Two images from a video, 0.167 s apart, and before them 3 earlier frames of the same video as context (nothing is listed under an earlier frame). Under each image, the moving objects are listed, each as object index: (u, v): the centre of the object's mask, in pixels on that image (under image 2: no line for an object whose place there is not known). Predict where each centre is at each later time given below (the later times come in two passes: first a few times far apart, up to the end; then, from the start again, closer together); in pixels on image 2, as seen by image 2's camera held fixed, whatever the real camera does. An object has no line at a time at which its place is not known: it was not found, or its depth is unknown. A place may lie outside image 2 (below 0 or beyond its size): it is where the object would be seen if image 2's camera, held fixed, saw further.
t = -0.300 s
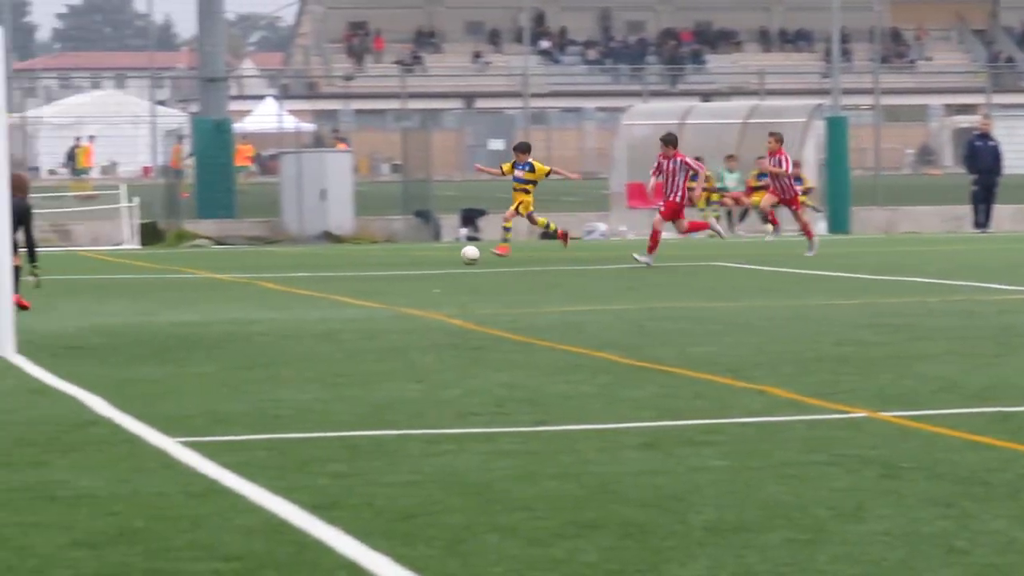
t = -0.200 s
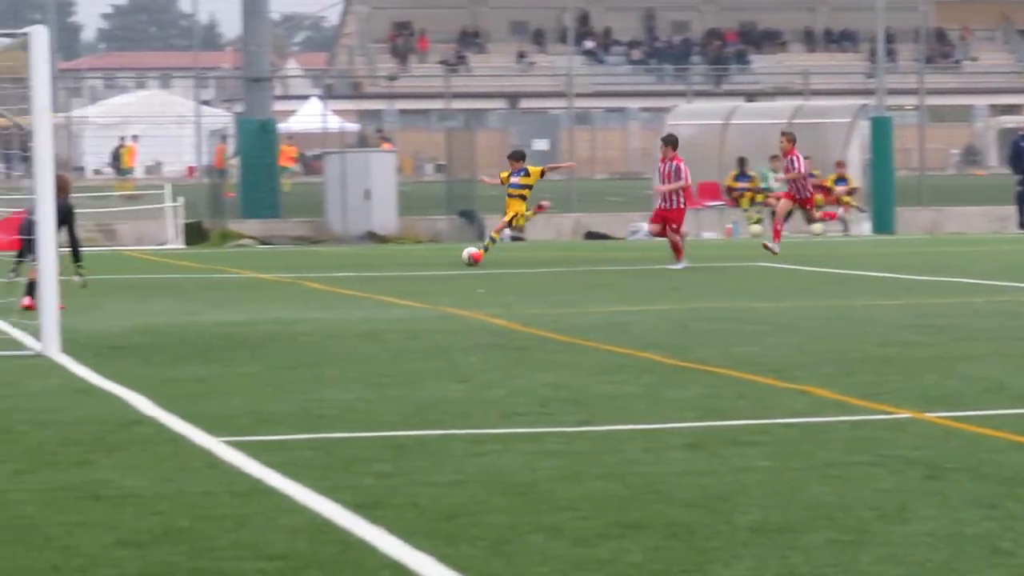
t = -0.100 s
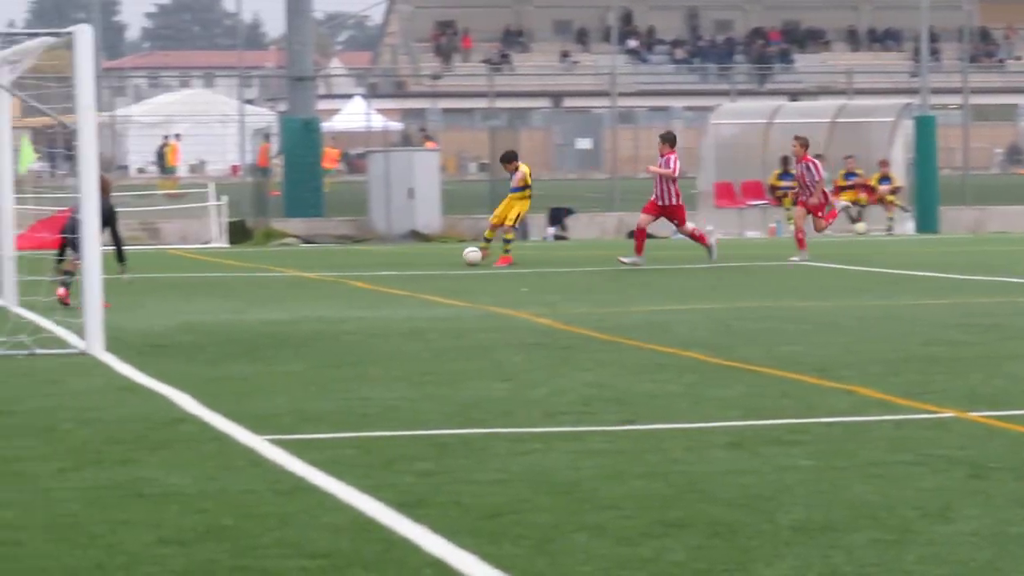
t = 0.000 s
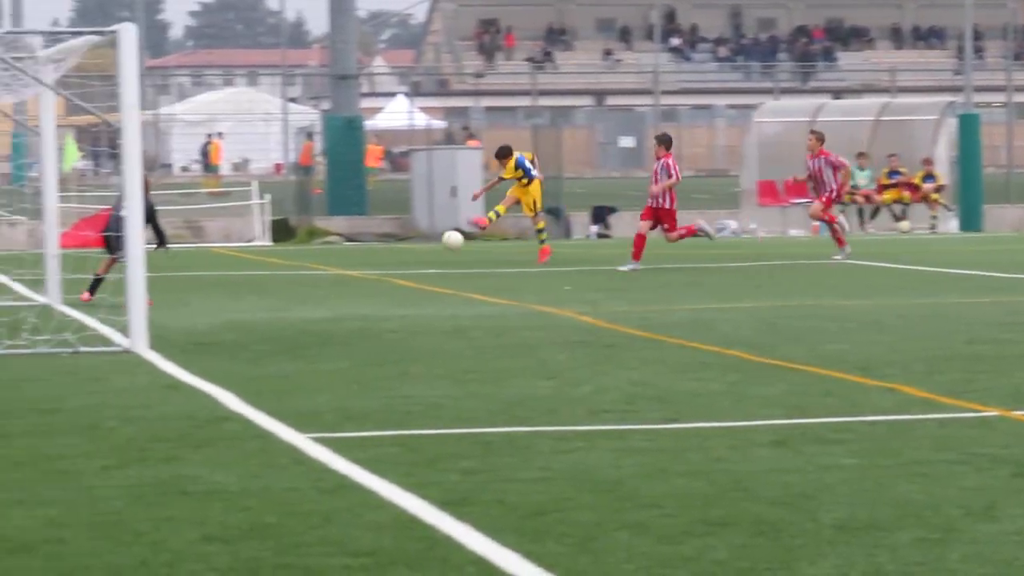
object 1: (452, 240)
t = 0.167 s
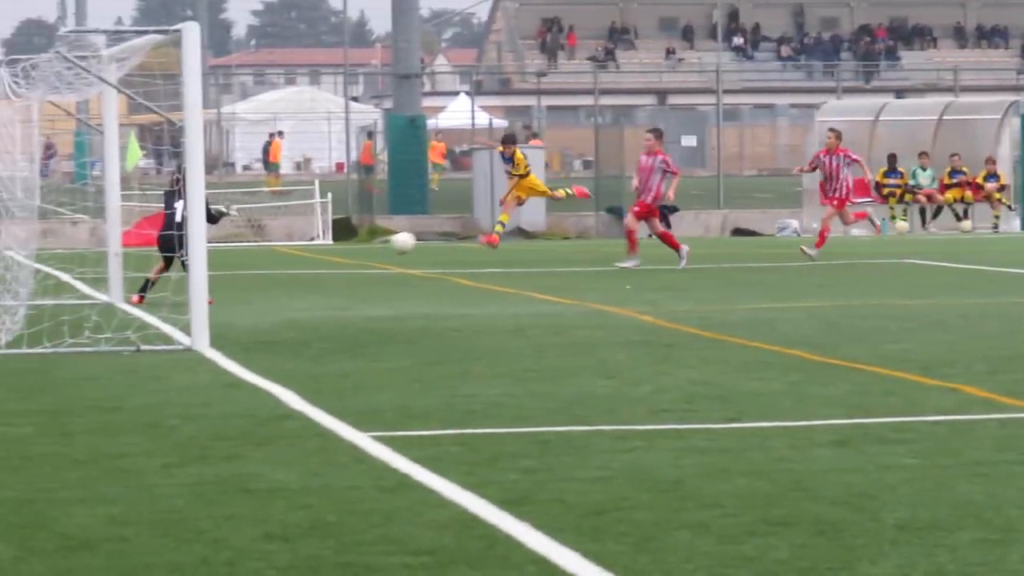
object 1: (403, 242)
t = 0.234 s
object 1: (357, 254)
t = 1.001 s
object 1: (-41, 289)
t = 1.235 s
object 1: (46, 290)
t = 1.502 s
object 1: (125, 312)
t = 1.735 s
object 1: (166, 325)
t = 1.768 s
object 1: (172, 332)
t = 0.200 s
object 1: (379, 247)
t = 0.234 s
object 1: (357, 254)
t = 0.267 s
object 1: (333, 262)
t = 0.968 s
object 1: (-46, 295)
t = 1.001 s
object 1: (-41, 289)
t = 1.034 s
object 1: (-30, 283)
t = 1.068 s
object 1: (-18, 281)
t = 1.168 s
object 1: (21, 282)
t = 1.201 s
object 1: (34, 285)
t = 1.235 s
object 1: (46, 290)
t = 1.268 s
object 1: (59, 297)
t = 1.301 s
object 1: (72, 306)
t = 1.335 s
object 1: (87, 317)
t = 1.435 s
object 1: (114, 322)
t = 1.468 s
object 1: (118, 318)
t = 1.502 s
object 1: (125, 312)
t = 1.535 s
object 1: (130, 310)
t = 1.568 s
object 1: (136, 308)
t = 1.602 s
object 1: (143, 308)
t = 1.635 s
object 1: (148, 310)
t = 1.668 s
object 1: (154, 312)
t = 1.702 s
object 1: (160, 318)
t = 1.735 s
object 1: (166, 325)
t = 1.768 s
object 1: (172, 332)
